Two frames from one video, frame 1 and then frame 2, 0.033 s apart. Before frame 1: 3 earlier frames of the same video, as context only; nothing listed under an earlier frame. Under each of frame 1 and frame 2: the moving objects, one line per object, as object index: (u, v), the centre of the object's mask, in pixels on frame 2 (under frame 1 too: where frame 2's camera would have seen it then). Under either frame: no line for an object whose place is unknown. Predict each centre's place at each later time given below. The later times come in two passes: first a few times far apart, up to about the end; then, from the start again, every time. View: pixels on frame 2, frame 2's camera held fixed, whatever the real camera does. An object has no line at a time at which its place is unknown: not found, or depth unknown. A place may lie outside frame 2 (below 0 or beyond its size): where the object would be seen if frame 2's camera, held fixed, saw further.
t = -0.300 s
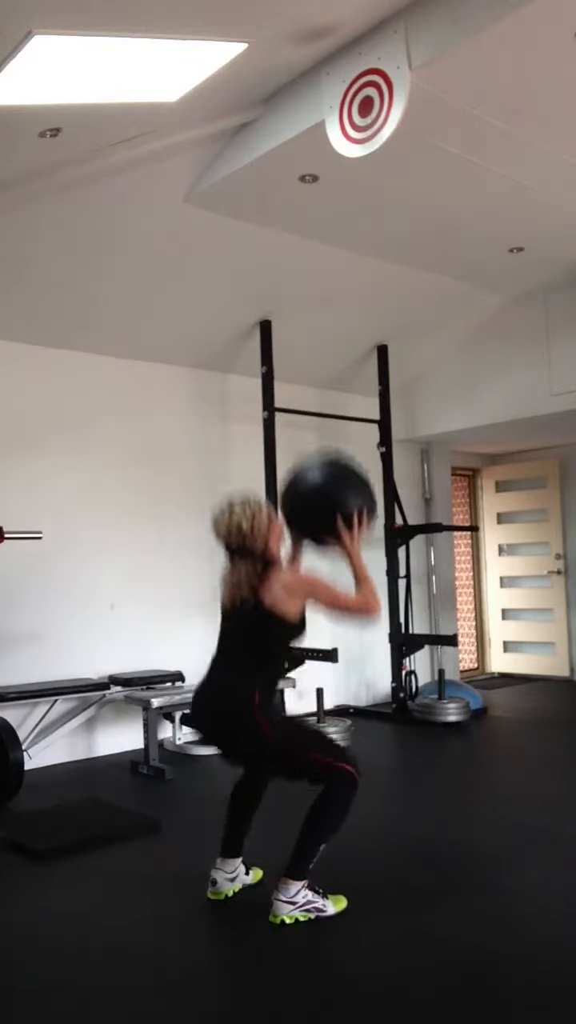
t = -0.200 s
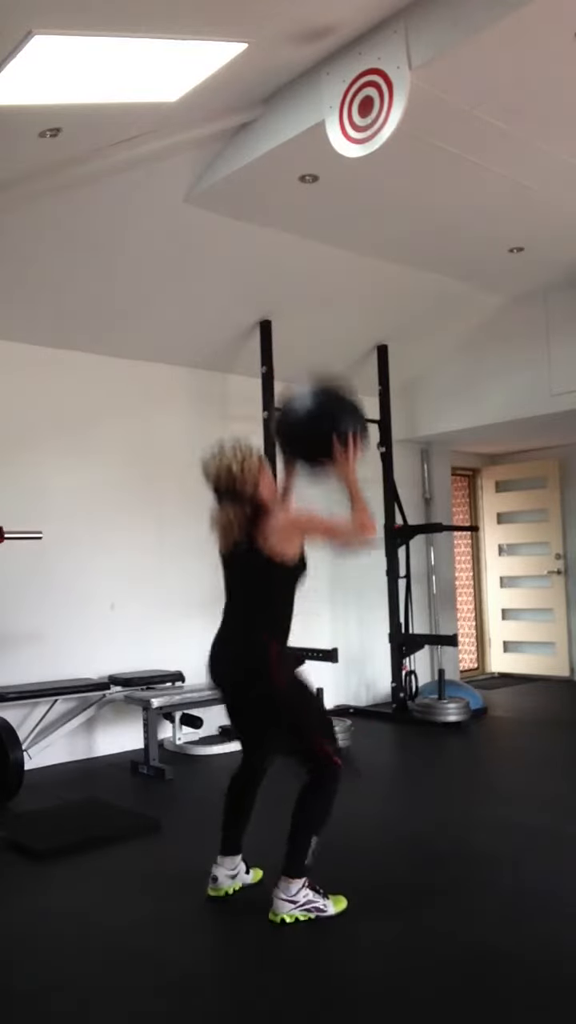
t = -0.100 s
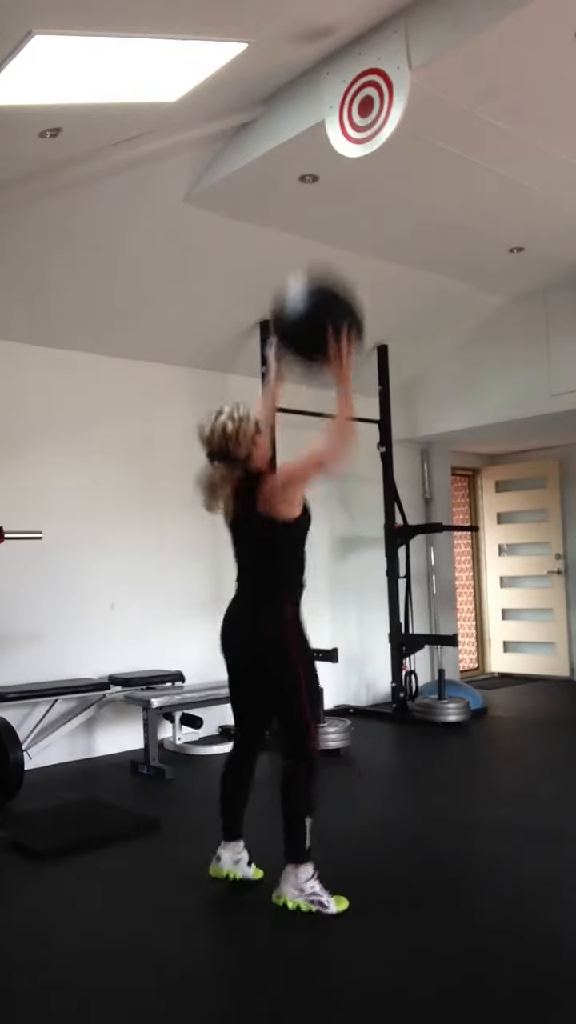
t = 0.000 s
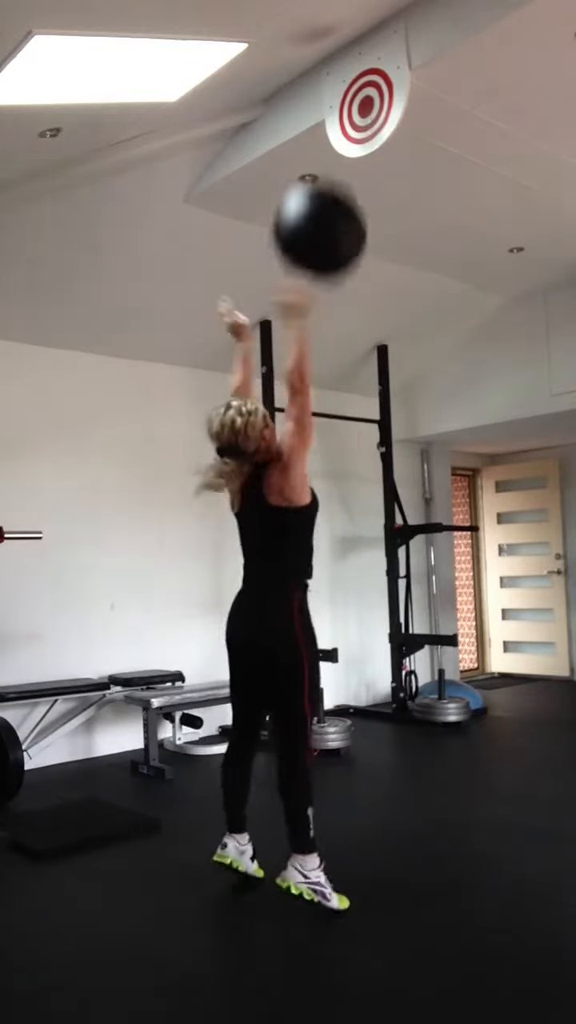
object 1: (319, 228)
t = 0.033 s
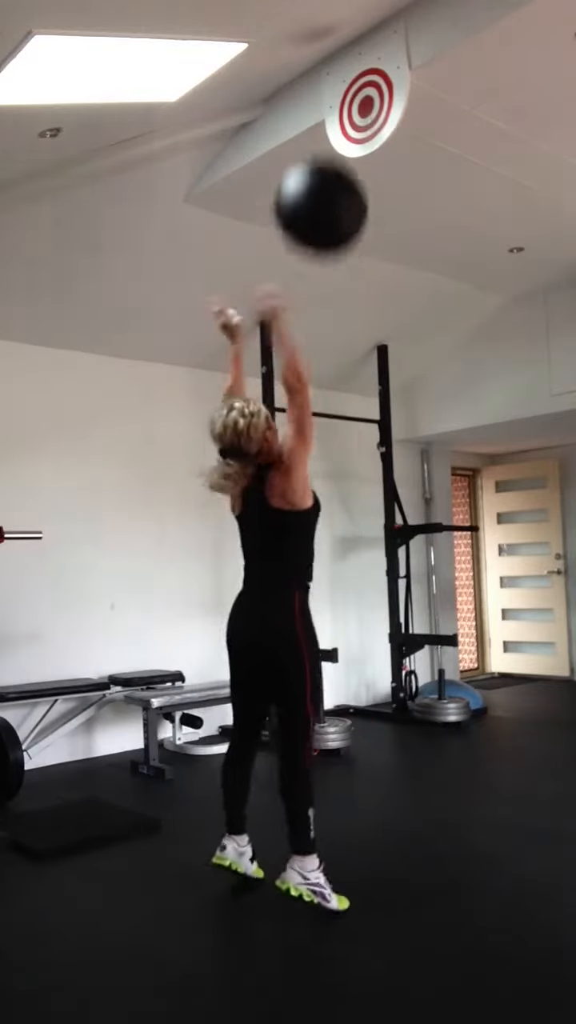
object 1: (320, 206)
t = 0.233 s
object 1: (331, 124)
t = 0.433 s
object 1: (327, 126)
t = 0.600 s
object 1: (314, 195)
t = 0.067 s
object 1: (321, 187)
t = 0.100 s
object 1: (322, 169)
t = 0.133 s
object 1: (324, 153)
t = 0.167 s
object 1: (326, 140)
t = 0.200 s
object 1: (328, 131)
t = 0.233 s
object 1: (331, 124)
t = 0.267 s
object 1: (333, 120)
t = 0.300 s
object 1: (333, 118)
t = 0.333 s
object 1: (332, 117)
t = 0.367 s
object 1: (331, 118)
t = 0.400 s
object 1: (329, 120)
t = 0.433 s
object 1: (327, 126)
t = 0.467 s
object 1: (323, 135)
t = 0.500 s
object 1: (319, 145)
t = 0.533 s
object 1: (317, 160)
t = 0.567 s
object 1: (315, 176)
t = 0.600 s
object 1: (314, 195)
